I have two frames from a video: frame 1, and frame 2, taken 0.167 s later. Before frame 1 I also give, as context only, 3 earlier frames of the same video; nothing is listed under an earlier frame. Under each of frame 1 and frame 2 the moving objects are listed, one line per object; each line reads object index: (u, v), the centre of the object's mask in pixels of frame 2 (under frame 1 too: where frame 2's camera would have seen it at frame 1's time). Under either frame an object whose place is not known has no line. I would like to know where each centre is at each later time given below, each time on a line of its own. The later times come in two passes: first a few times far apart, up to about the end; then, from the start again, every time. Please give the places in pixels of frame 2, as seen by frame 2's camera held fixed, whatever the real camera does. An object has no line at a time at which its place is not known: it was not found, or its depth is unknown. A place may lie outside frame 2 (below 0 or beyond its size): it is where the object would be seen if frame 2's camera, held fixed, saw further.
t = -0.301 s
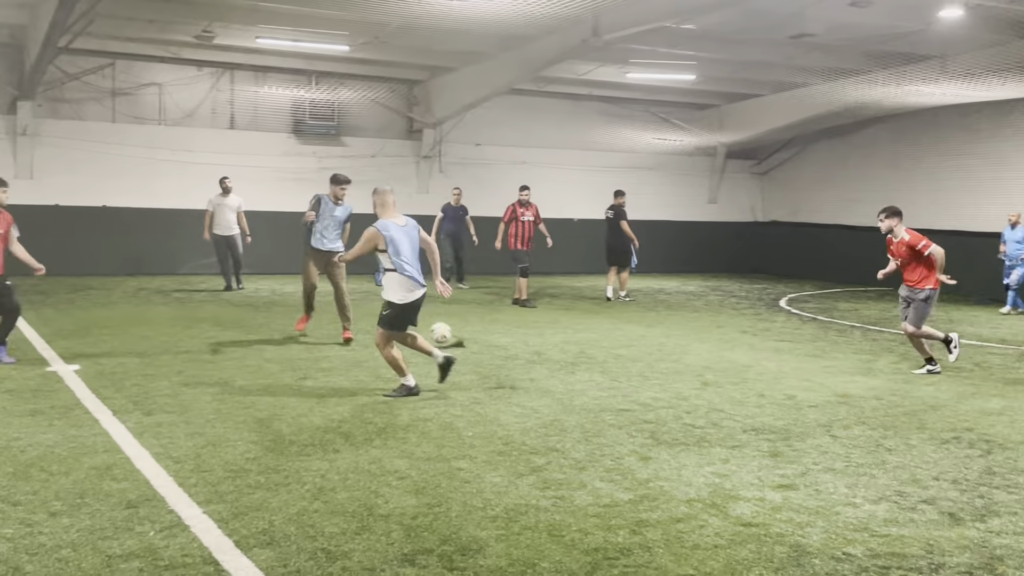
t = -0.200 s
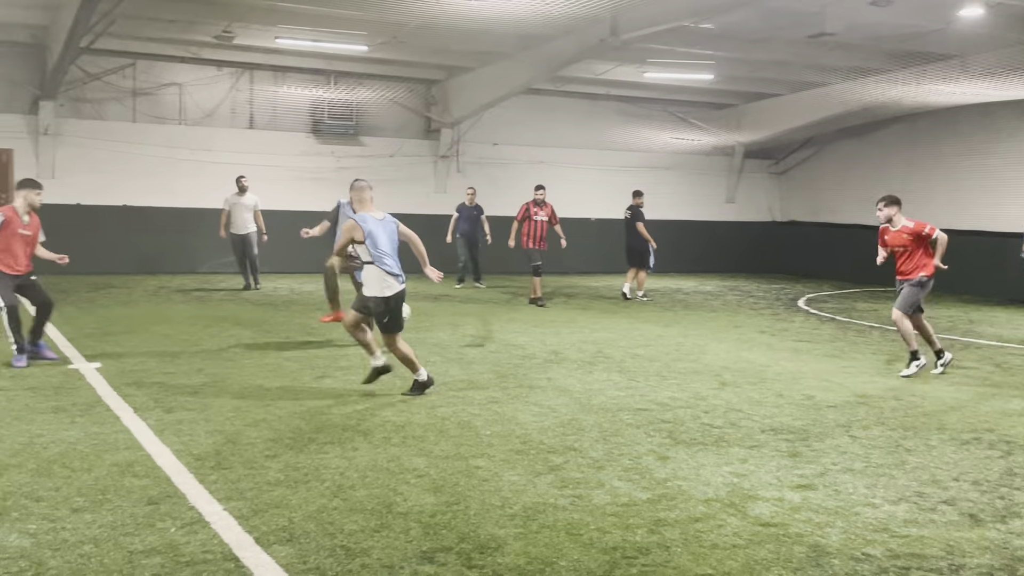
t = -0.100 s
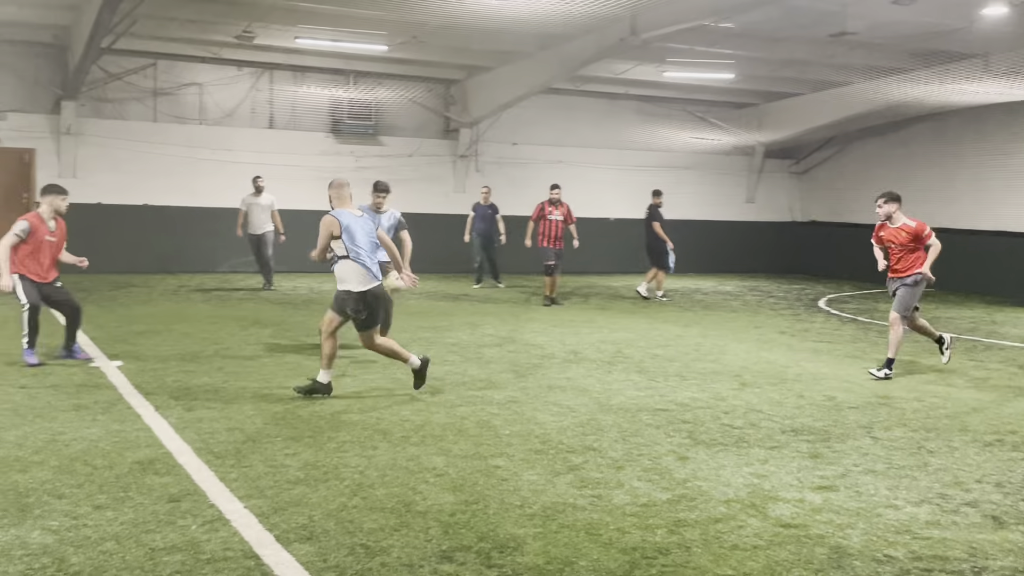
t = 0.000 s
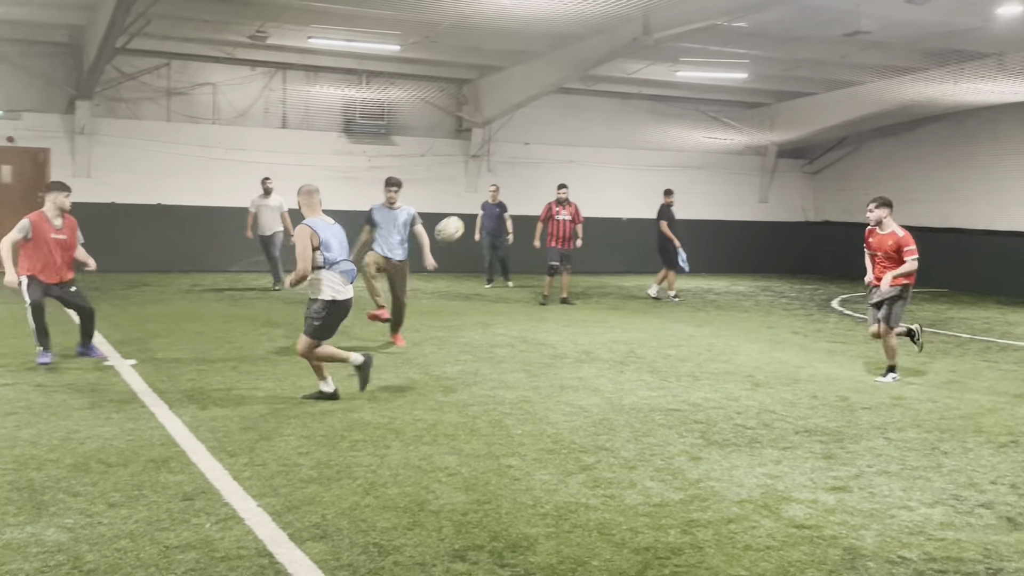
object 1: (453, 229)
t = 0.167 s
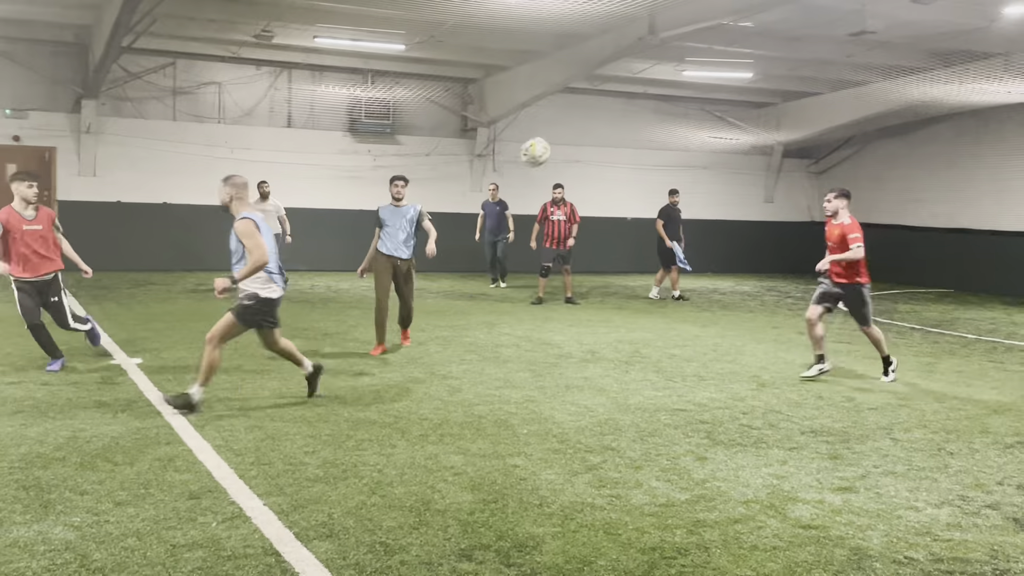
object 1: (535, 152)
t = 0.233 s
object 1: (571, 126)
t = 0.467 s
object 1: (726, 61)
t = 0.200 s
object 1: (553, 138)
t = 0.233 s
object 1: (571, 126)
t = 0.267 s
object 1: (592, 112)
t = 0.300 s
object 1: (611, 101)
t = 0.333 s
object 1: (632, 91)
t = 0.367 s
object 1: (653, 82)
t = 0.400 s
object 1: (676, 72)
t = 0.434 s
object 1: (699, 66)
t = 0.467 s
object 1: (726, 61)
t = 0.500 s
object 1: (751, 54)
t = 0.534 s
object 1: (778, 54)
